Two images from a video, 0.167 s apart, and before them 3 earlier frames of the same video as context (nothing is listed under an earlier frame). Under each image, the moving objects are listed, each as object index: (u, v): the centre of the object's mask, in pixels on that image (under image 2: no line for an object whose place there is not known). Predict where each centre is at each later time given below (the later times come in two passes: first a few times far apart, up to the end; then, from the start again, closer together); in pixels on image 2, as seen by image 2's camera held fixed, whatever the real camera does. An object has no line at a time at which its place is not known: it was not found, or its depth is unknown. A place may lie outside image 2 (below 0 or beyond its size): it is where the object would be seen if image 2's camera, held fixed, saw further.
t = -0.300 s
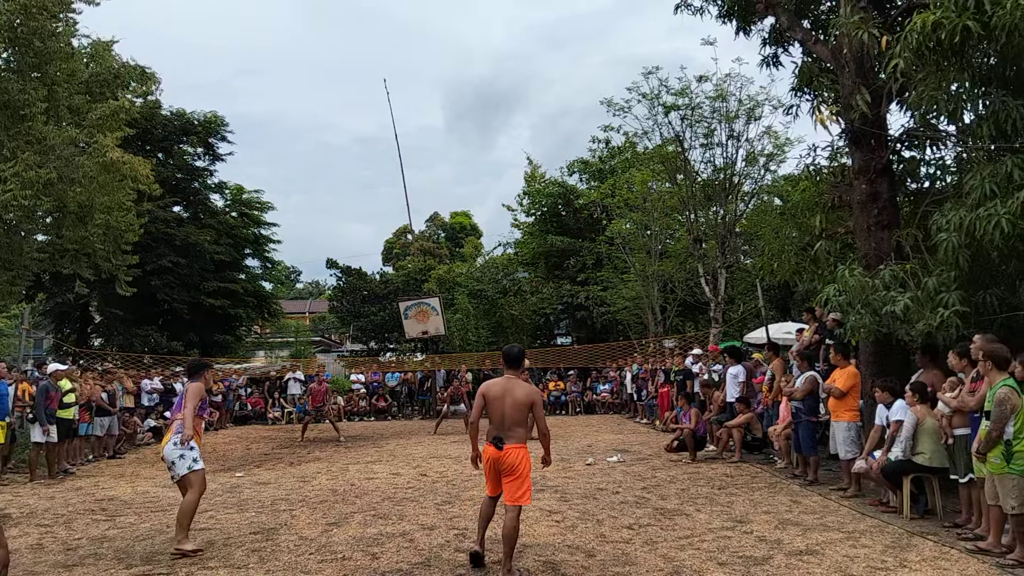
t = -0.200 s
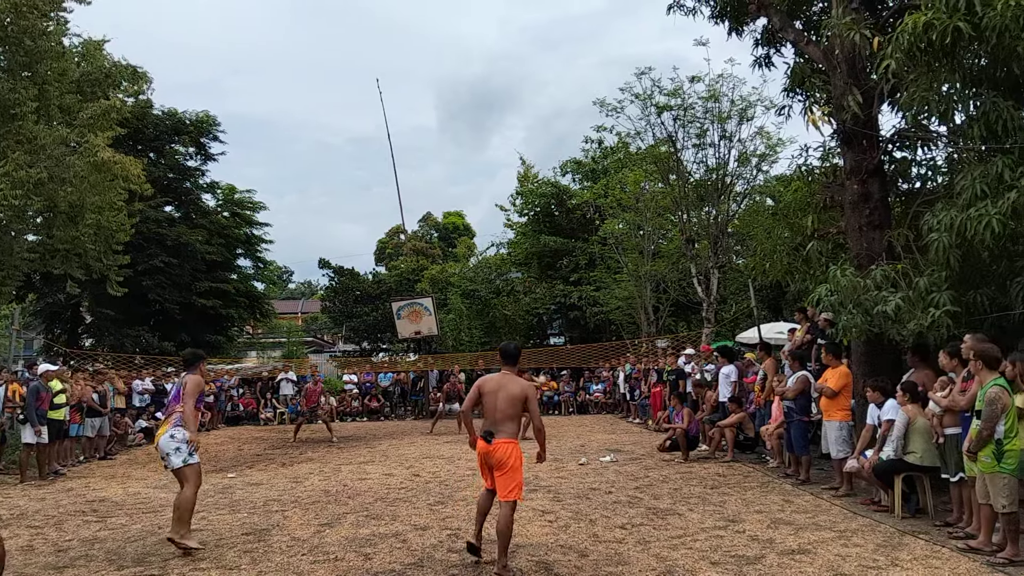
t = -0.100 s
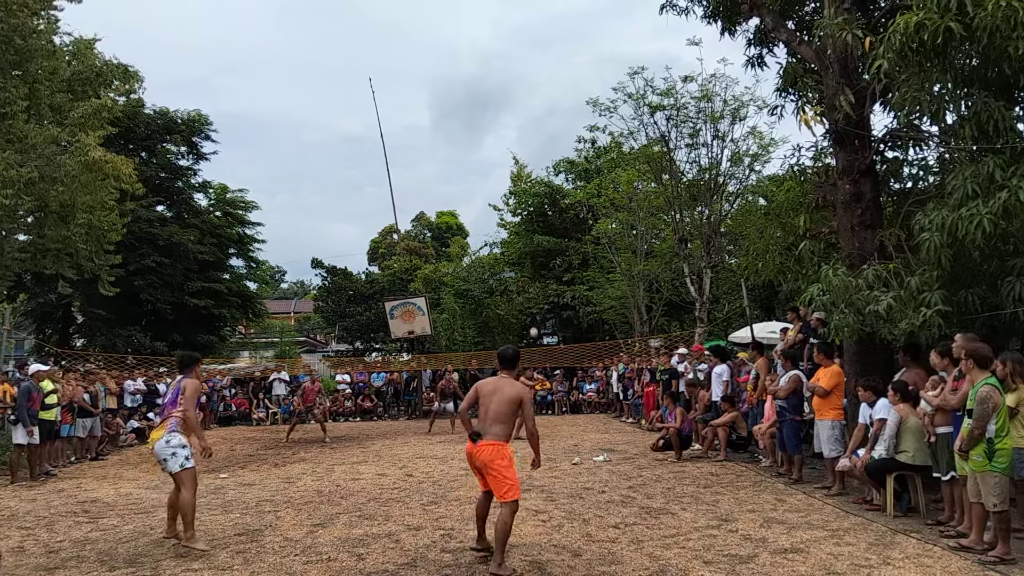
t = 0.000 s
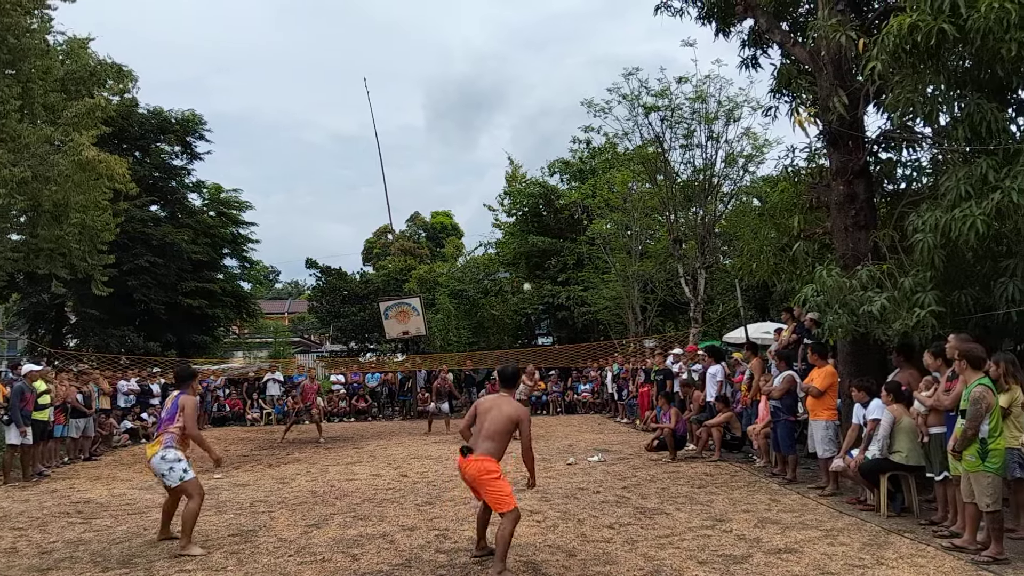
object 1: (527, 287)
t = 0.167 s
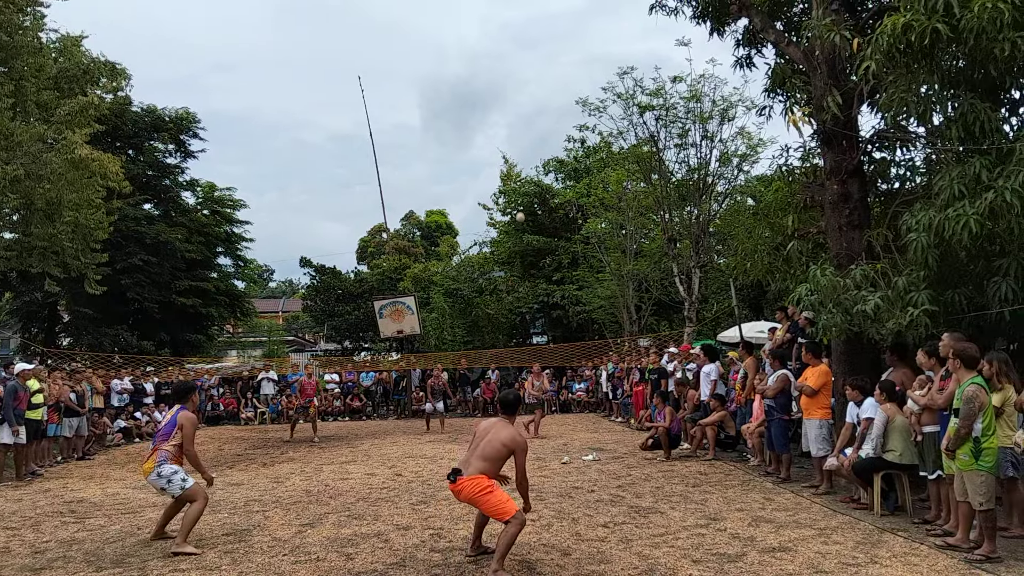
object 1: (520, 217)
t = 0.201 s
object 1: (520, 205)
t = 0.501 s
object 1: (518, 104)
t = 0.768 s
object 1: (519, 43)
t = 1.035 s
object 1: (521, 16)
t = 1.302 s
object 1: (527, 36)
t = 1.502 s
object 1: (532, 93)
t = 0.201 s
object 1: (520, 205)
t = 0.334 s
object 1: (519, 157)
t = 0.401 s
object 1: (518, 134)
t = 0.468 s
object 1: (518, 114)
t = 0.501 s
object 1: (518, 104)
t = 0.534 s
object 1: (518, 95)
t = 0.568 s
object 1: (518, 86)
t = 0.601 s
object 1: (518, 77)
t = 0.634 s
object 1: (518, 69)
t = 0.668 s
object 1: (518, 62)
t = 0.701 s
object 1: (518, 55)
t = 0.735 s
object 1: (519, 49)
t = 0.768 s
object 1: (519, 43)
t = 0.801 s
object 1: (519, 37)
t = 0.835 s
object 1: (520, 33)
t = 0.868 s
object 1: (520, 28)
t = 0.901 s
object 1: (520, 24)
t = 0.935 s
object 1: (520, 21)
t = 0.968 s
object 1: (520, 19)
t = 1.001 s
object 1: (521, 17)
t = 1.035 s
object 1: (521, 16)
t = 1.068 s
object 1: (522, 16)
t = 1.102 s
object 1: (522, 16)
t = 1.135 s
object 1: (523, 17)
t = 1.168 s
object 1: (523, 19)
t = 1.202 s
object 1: (524, 22)
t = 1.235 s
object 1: (525, 26)
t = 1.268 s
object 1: (526, 31)
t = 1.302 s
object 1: (527, 36)
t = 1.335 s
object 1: (528, 43)
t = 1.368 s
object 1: (529, 50)
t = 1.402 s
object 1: (530, 59)
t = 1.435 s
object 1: (530, 69)
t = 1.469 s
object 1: (531, 81)
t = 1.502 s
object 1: (532, 93)
